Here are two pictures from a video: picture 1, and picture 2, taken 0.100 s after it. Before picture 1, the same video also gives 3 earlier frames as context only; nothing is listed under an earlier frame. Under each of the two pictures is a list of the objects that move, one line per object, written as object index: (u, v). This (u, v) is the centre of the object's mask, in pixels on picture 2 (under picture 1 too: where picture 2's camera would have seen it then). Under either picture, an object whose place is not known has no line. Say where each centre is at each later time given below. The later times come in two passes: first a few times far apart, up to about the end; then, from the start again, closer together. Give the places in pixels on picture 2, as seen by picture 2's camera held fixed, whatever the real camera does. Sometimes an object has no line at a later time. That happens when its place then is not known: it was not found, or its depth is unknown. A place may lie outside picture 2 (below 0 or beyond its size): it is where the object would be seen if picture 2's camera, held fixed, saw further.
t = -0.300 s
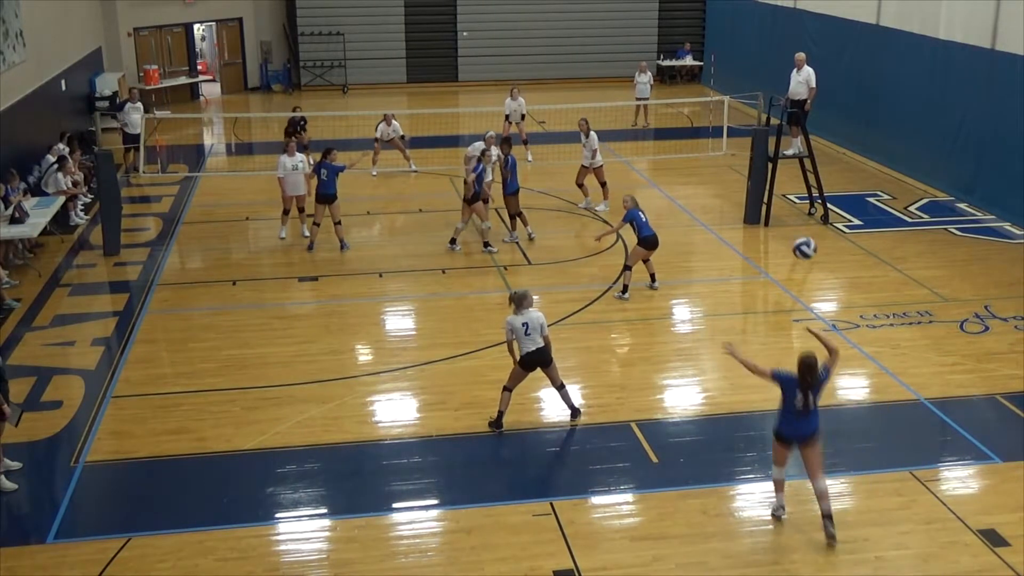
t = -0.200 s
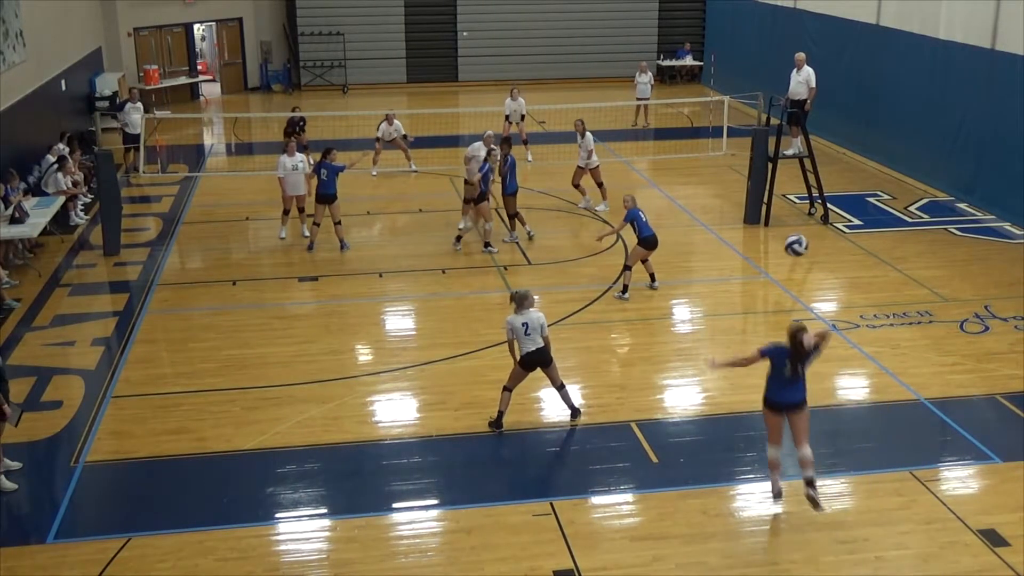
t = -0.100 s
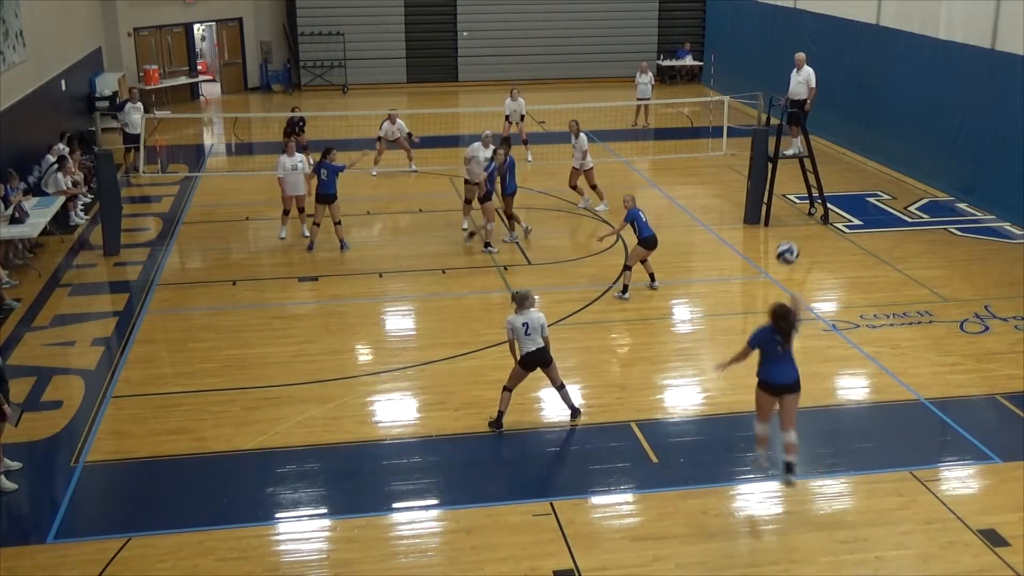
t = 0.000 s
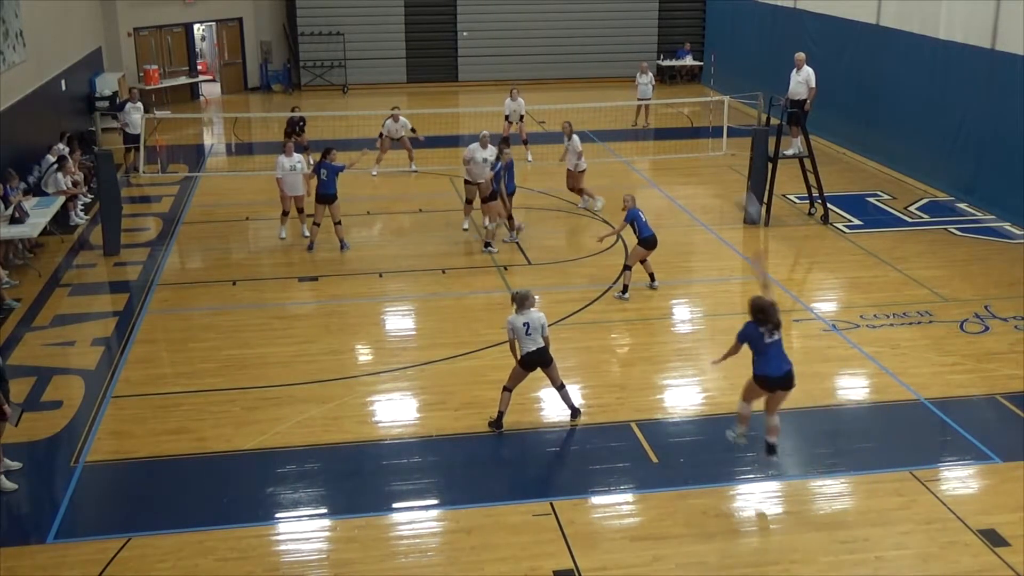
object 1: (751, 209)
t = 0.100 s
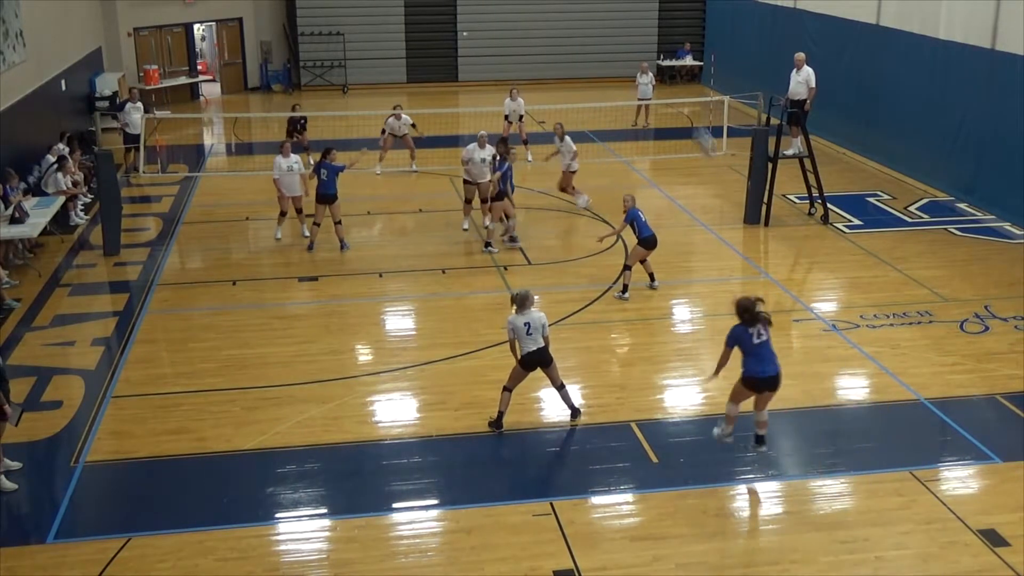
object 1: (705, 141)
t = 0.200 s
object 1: (668, 92)
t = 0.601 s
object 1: (585, 26)
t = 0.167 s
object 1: (680, 107)
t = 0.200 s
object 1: (668, 92)
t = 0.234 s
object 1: (659, 79)
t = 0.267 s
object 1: (649, 67)
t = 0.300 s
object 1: (639, 58)
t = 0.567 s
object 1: (590, 26)
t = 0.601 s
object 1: (585, 26)
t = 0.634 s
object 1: (581, 26)
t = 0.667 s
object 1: (577, 28)
